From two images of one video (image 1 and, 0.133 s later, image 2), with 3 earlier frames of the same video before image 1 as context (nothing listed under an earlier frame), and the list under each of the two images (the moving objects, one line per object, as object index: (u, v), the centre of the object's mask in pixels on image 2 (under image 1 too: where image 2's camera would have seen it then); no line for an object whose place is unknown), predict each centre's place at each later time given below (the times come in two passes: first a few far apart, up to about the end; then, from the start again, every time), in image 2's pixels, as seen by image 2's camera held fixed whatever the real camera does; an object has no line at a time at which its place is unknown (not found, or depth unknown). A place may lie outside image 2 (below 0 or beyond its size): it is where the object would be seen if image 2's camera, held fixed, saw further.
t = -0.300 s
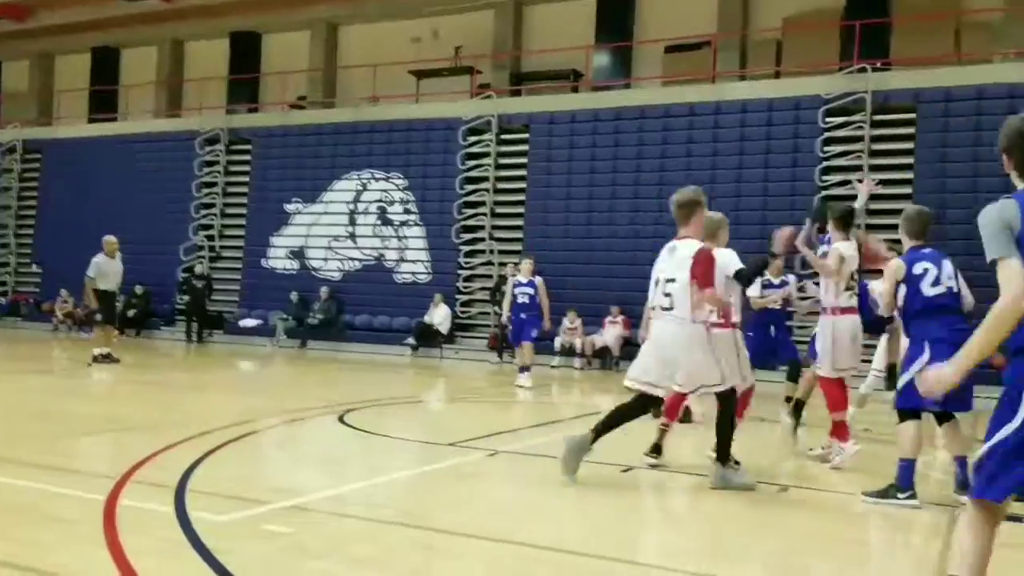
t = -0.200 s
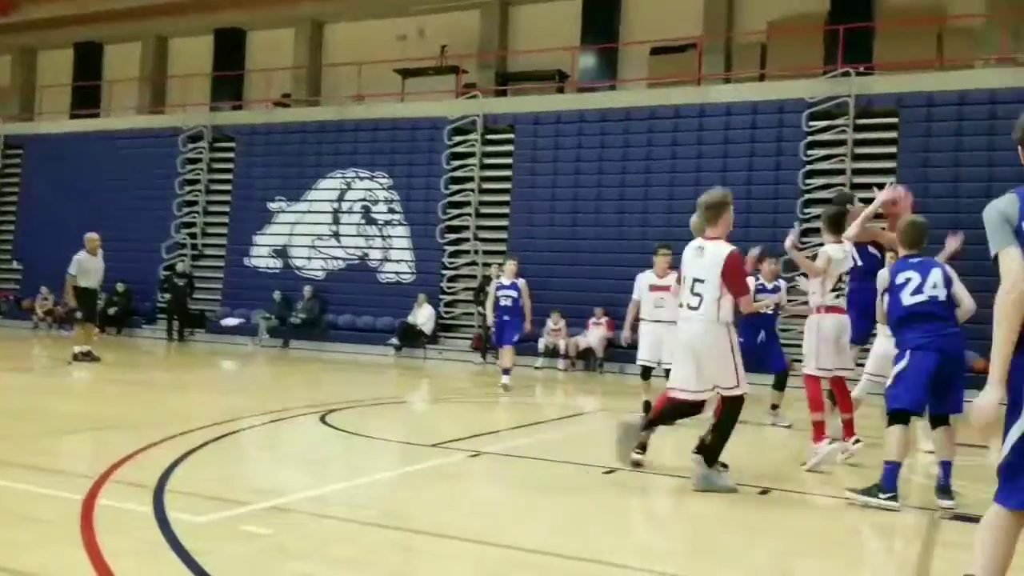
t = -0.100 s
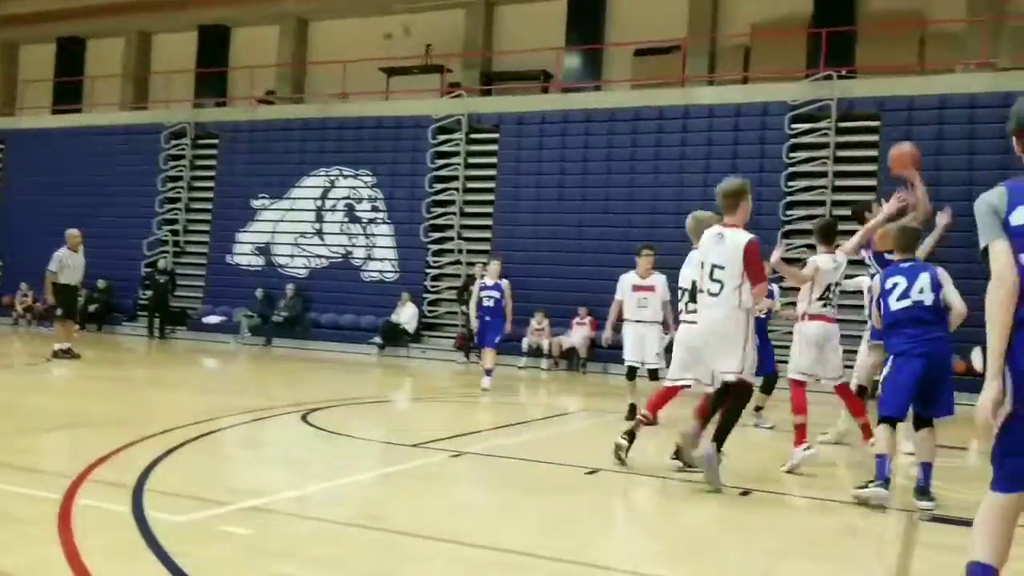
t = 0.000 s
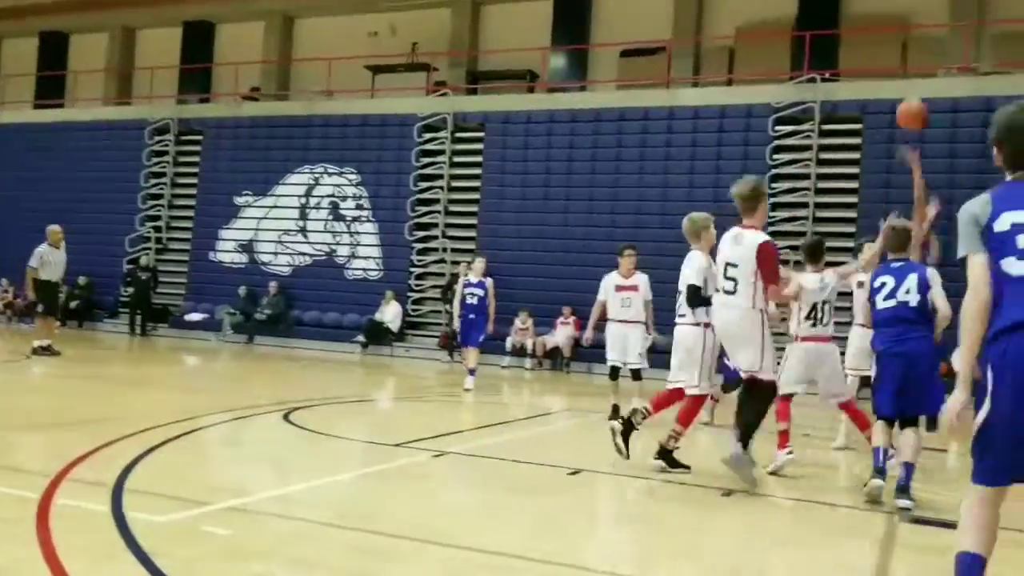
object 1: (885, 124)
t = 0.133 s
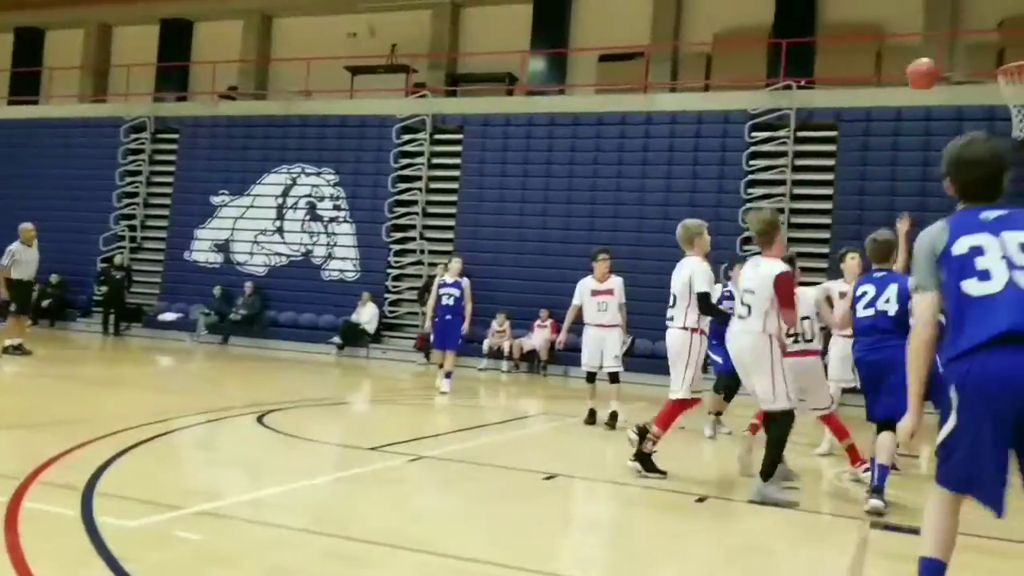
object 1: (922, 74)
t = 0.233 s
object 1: (949, 54)
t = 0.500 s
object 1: (1022, 50)
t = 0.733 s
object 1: (1054, 114)
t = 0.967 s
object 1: (1041, 206)
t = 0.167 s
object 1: (932, 66)
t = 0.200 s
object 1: (940, 59)
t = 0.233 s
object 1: (949, 54)
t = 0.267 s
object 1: (958, 49)
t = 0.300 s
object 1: (968, 44)
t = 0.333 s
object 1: (977, 41)
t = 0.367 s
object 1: (986, 41)
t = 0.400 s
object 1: (995, 41)
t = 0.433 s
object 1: (1004, 43)
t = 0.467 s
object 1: (1013, 46)
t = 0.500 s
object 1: (1022, 50)
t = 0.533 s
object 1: (1032, 52)
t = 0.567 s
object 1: (1043, 67)
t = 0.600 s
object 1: (1053, 77)
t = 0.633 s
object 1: (1056, 86)
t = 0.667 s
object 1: (1060, 96)
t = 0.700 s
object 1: (1058, 108)
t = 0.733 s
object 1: (1054, 114)
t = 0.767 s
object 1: (1054, 123)
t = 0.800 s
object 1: (1053, 133)
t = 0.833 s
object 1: (1051, 146)
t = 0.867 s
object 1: (1048, 158)
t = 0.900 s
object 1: (1045, 174)
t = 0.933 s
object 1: (1043, 190)
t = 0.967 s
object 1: (1041, 206)
